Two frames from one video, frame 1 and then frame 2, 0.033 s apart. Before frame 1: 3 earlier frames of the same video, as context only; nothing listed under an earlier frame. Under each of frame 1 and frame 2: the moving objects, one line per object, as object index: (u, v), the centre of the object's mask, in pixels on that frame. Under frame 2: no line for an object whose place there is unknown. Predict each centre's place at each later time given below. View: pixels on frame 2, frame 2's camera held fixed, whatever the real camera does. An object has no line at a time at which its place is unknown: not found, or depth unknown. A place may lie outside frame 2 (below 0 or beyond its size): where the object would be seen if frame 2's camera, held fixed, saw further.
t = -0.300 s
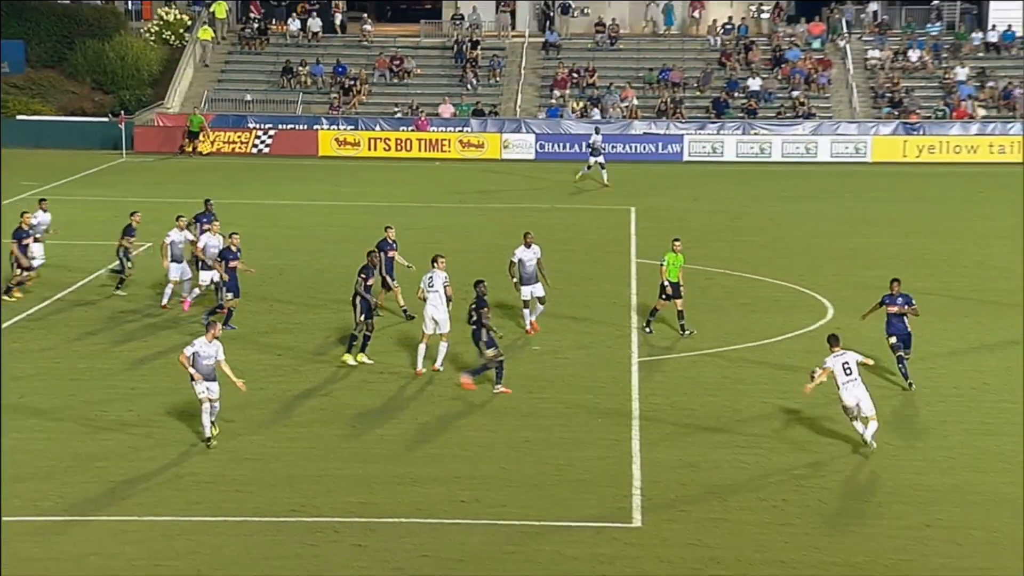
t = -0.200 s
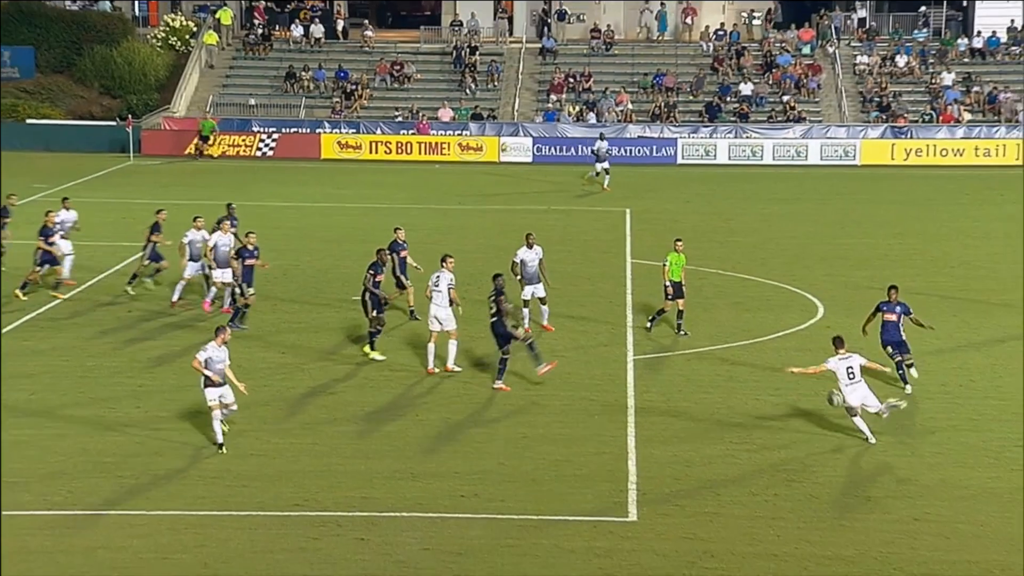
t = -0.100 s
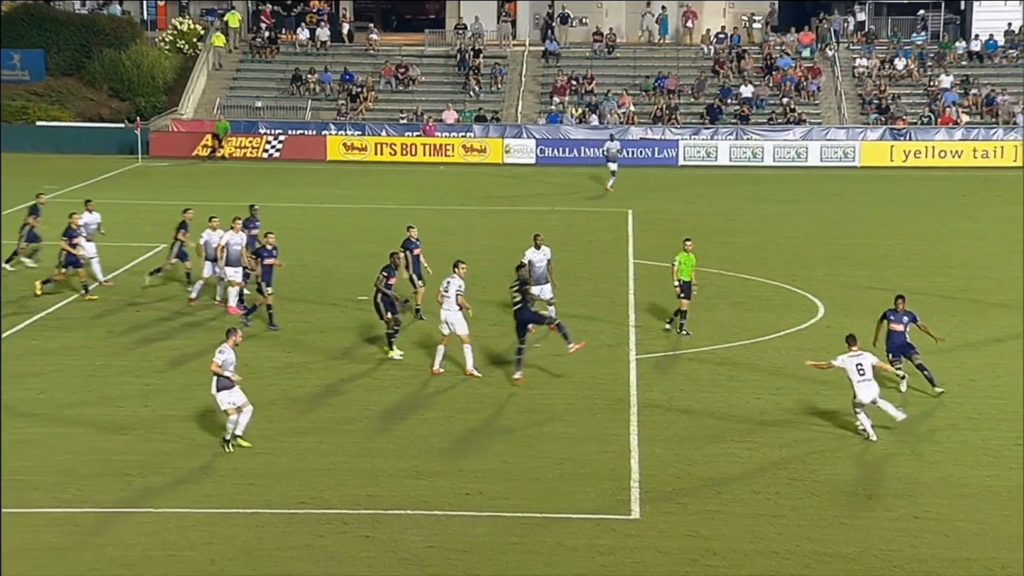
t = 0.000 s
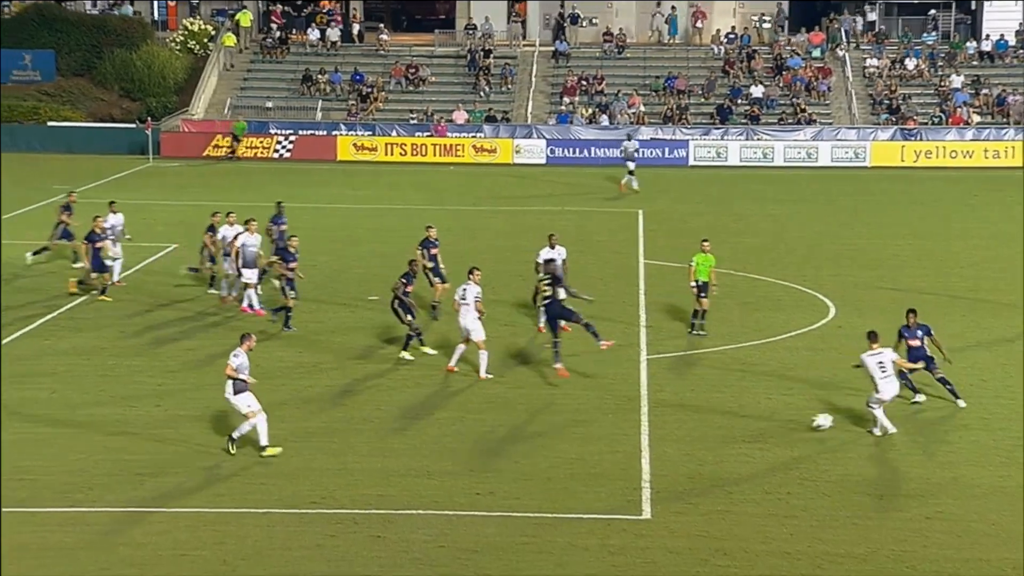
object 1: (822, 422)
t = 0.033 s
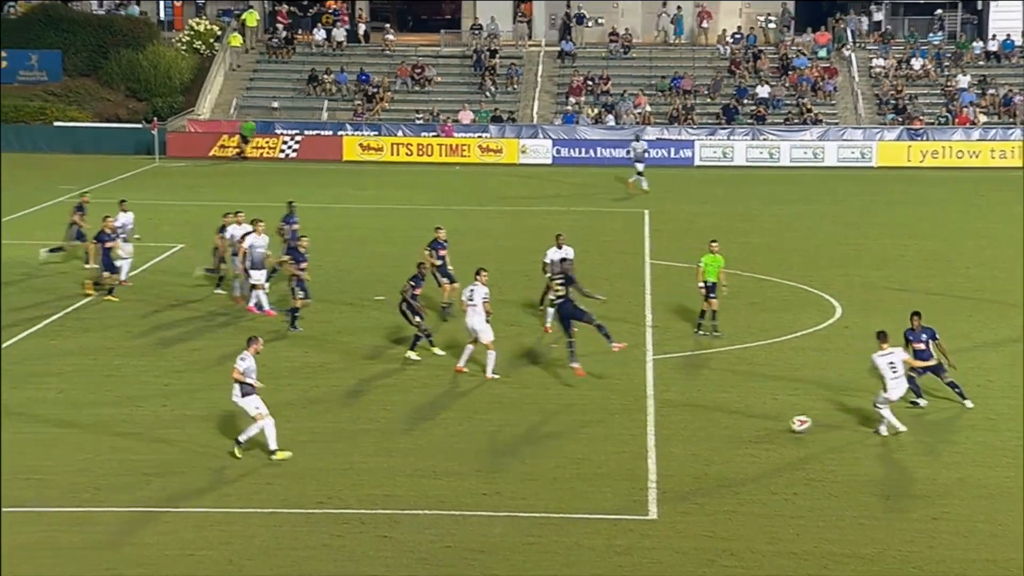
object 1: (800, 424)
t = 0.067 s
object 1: (773, 426)
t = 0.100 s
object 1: (746, 428)
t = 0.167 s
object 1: (697, 427)
